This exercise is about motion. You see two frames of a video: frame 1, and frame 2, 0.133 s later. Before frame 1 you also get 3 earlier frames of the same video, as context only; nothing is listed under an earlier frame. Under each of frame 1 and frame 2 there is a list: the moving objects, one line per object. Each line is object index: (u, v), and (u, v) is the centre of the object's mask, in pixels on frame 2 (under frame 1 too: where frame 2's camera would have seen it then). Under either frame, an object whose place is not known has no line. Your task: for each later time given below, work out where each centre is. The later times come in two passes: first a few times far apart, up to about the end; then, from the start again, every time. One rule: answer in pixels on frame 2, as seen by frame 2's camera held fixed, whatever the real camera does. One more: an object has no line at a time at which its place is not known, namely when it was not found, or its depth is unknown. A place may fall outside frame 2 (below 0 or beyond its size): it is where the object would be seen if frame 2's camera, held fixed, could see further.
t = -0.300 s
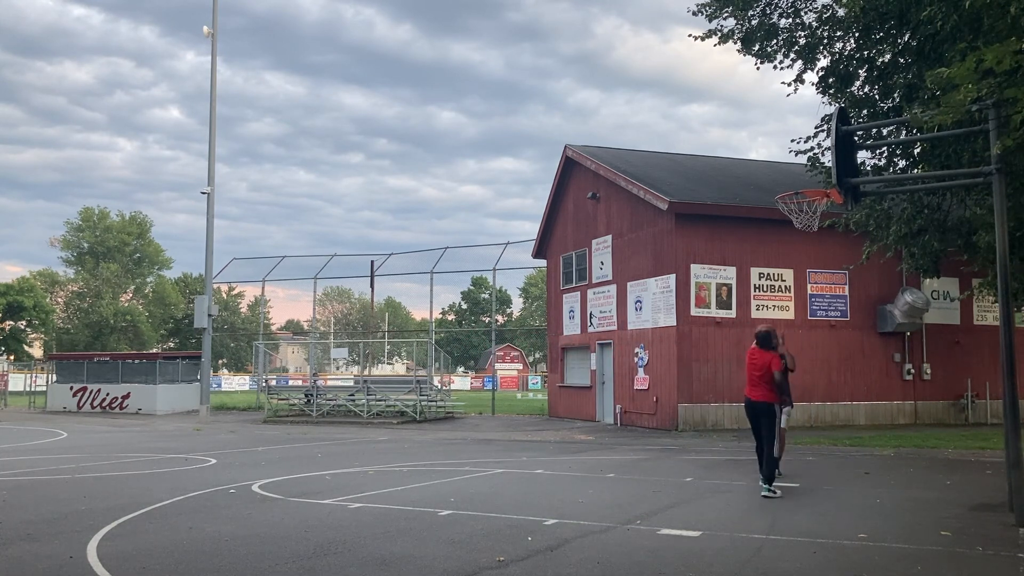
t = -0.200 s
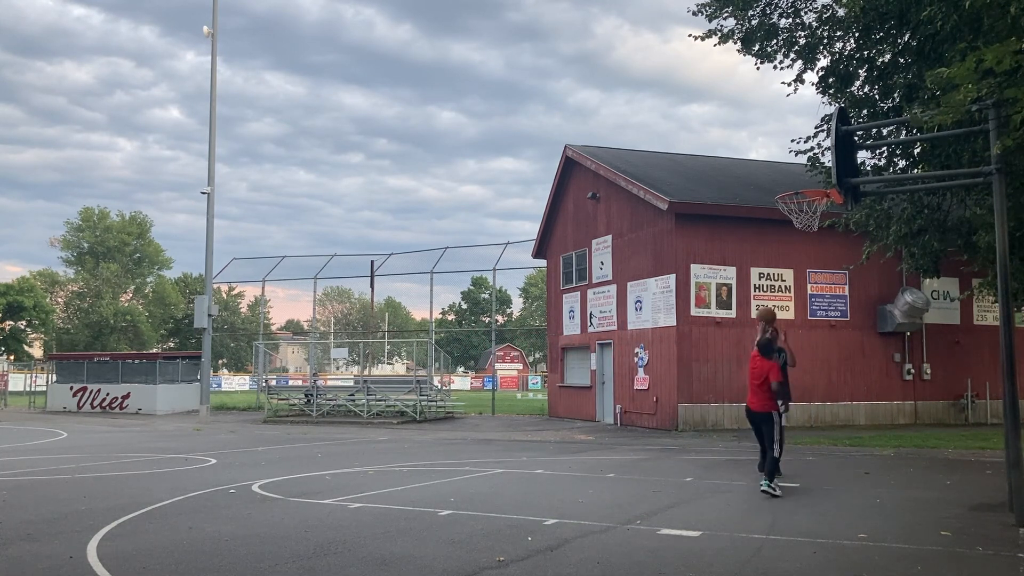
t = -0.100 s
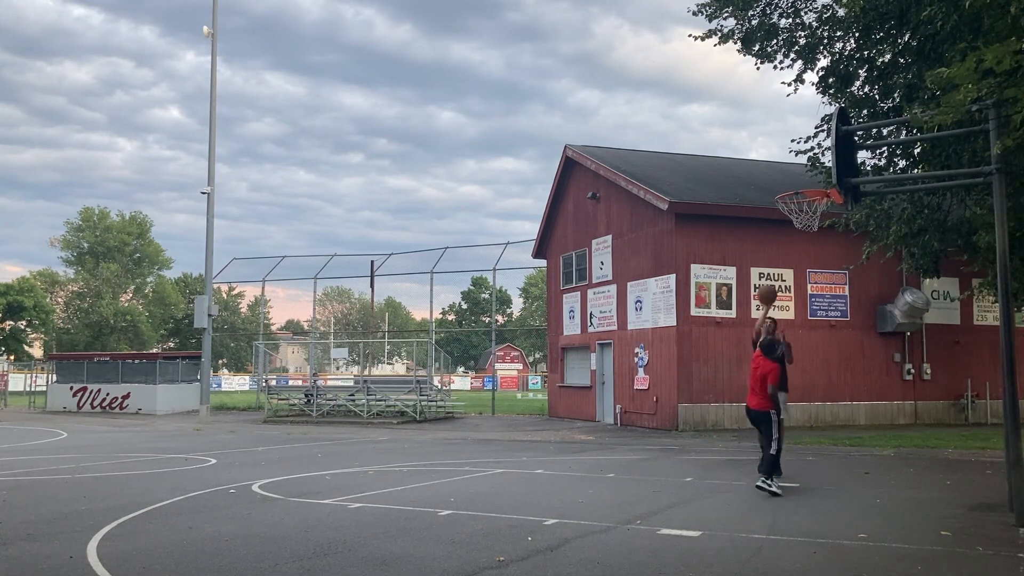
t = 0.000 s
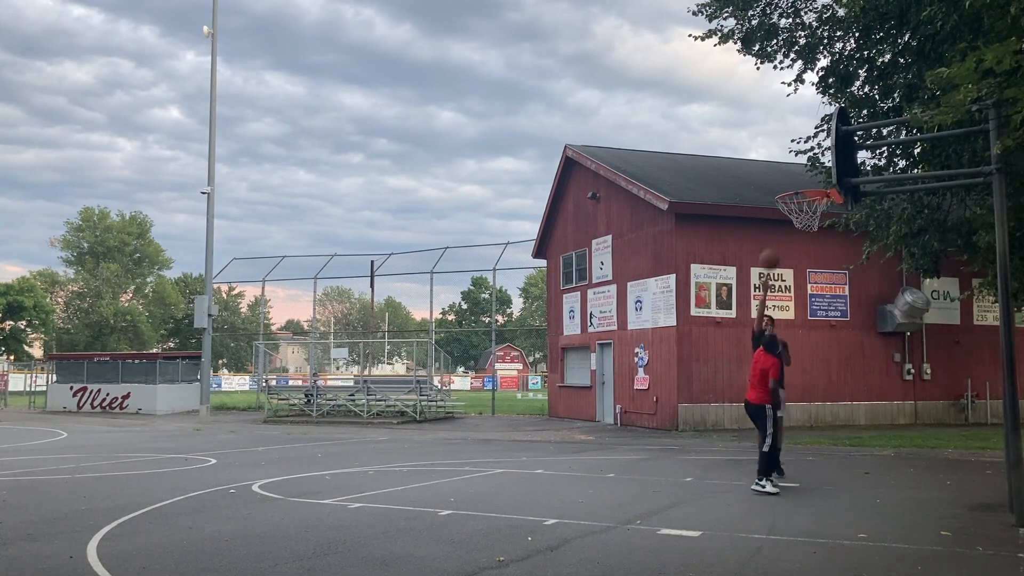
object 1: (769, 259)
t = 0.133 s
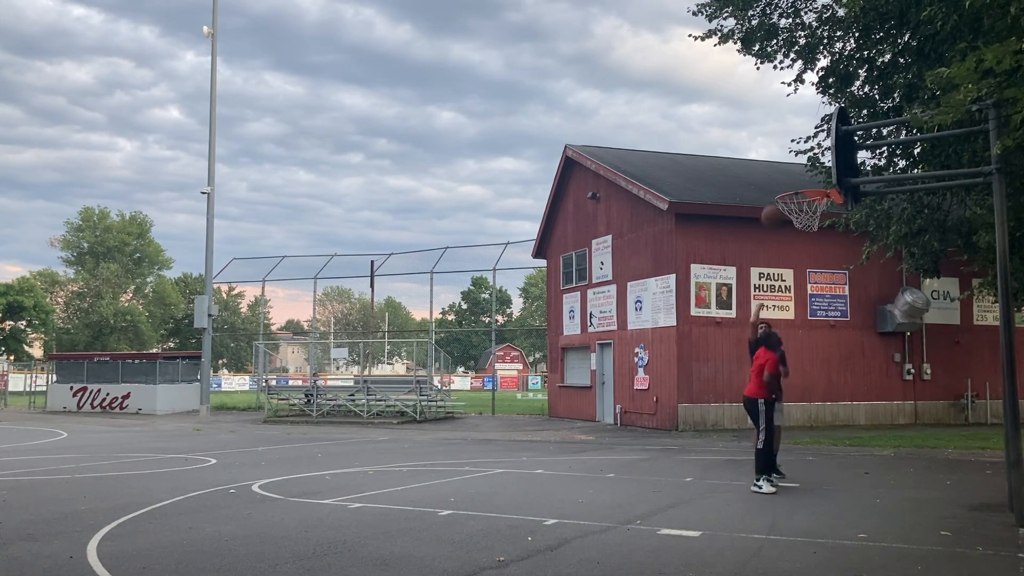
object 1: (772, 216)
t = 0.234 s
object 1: (775, 189)
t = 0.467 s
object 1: (783, 160)
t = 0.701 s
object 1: (793, 180)
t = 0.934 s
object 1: (797, 180)
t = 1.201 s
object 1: (754, 193)
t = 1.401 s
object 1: (724, 249)
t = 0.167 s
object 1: (769, 205)
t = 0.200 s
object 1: (770, 197)
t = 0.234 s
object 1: (775, 189)
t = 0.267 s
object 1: (776, 183)
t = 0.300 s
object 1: (777, 178)
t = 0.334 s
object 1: (778, 172)
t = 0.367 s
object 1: (779, 168)
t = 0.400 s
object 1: (780, 164)
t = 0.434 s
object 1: (781, 161)
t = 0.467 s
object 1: (783, 160)
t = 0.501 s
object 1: (784, 159)
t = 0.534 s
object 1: (785, 160)
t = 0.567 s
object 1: (787, 161)
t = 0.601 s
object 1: (788, 164)
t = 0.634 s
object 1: (790, 168)
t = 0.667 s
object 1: (791, 173)
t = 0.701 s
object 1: (793, 180)
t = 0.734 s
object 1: (795, 183)
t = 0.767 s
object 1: (800, 184)
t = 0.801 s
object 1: (807, 183)
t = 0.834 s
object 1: (811, 183)
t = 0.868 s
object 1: (808, 183)
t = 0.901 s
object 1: (803, 181)
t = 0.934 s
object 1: (797, 180)
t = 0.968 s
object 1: (791, 177)
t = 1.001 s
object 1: (786, 175)
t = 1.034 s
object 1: (781, 176)
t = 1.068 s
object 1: (775, 177)
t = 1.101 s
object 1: (770, 179)
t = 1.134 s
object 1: (765, 182)
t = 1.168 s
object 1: (760, 187)
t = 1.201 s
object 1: (754, 193)
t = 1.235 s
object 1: (749, 199)
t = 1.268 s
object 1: (743, 206)
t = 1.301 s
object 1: (738, 215)
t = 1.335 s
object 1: (734, 226)
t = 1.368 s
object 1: (729, 237)
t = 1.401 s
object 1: (724, 249)
